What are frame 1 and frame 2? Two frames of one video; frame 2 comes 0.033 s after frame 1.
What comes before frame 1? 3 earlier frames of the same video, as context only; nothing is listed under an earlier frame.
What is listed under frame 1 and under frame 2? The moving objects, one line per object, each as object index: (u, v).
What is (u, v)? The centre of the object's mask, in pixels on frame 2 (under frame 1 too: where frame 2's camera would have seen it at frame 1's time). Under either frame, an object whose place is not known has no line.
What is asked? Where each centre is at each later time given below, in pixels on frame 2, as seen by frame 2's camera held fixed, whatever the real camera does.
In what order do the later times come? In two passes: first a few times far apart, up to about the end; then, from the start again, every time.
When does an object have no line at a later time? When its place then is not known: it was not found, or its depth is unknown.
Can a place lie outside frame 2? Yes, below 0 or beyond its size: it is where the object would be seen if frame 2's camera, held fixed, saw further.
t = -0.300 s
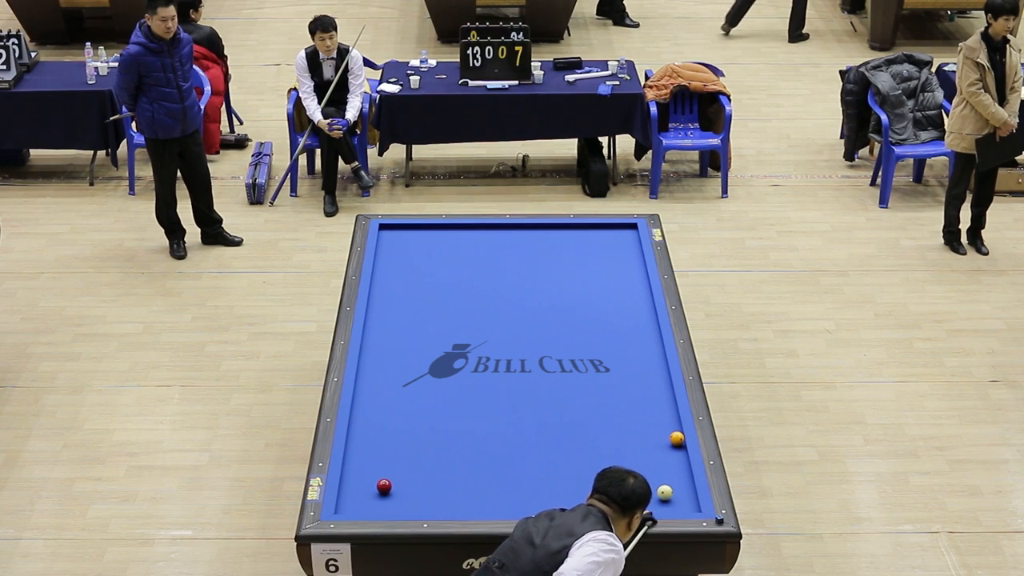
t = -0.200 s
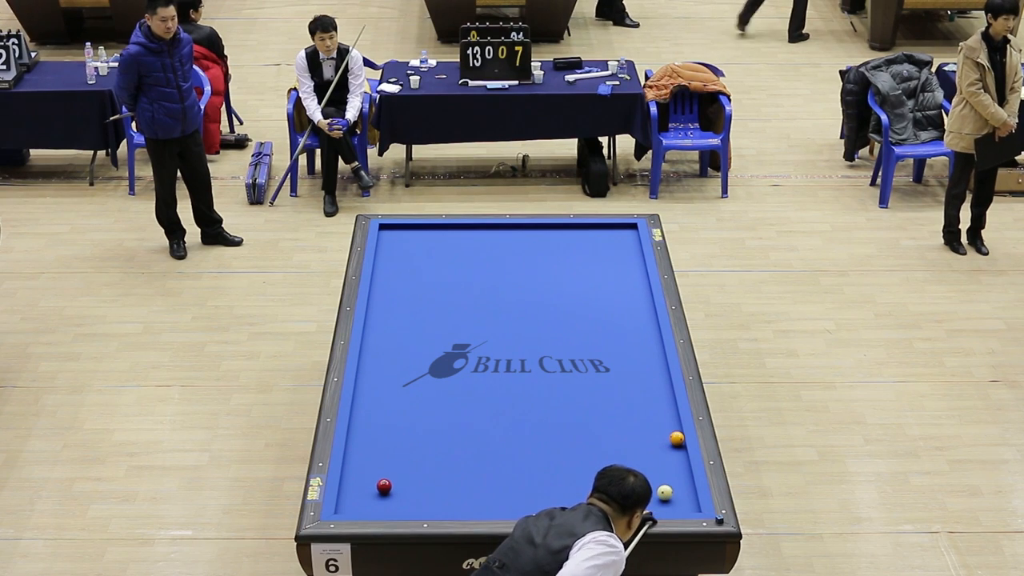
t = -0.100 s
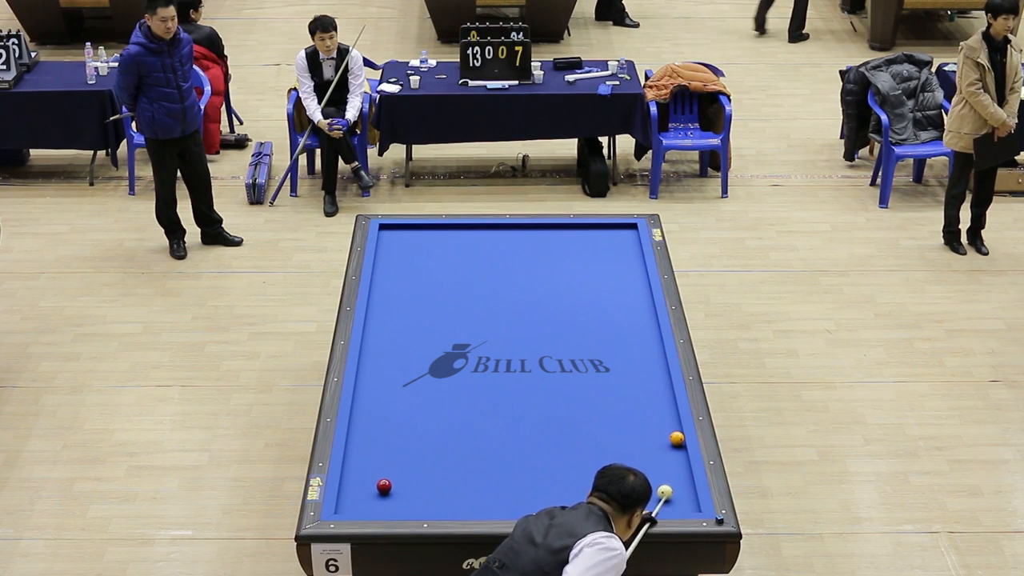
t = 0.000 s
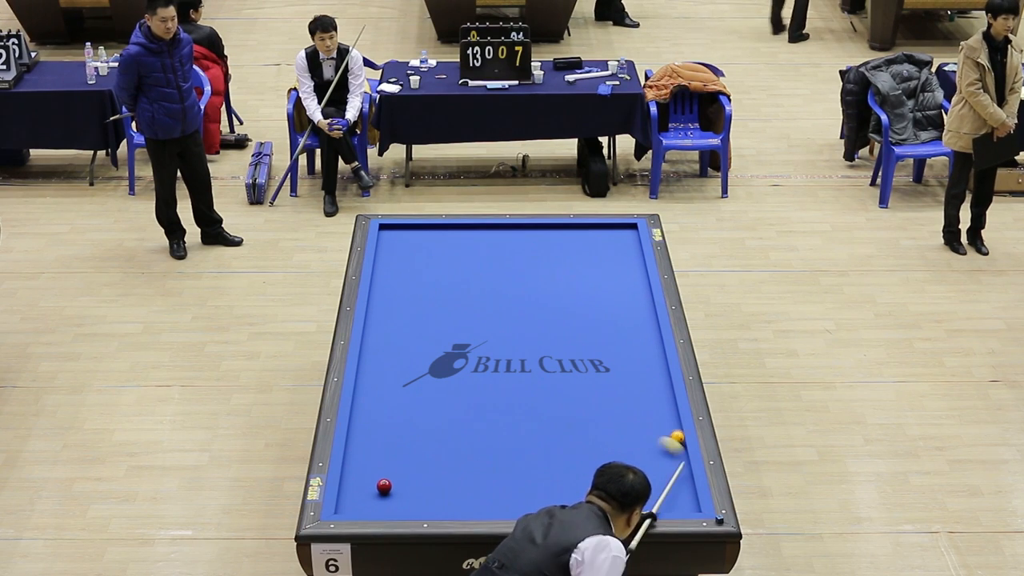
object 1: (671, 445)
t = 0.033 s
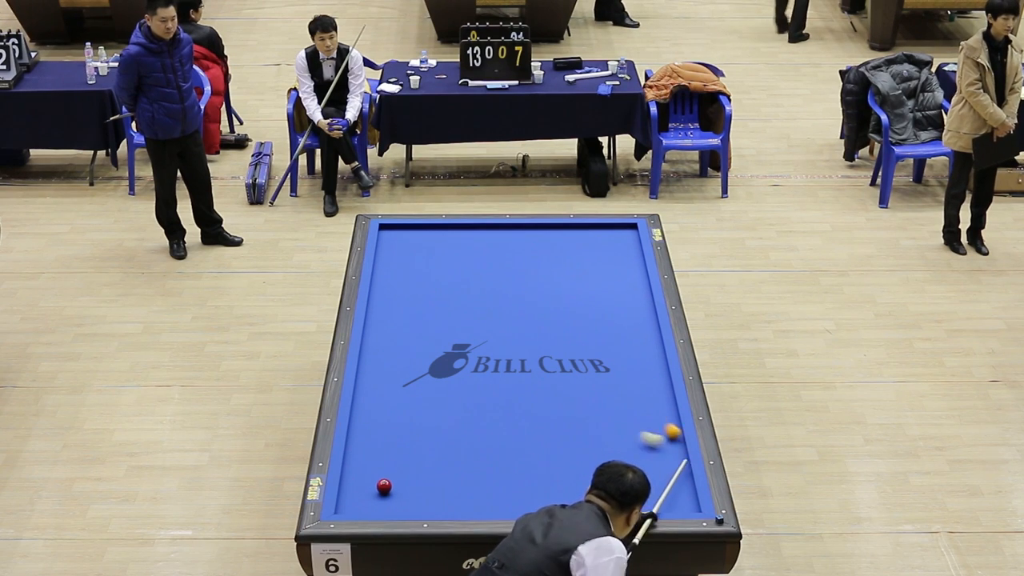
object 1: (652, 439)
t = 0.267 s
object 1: (529, 404)
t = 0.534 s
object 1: (425, 364)
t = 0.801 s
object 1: (387, 326)
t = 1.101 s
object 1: (448, 289)
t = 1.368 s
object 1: (492, 259)
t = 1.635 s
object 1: (532, 232)
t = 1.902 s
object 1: (579, 240)
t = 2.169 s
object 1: (629, 255)
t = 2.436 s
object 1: (615, 272)
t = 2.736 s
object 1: (586, 292)
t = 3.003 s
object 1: (560, 310)
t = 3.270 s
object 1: (532, 328)
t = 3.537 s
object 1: (504, 347)
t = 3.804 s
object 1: (475, 366)
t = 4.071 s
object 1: (444, 386)
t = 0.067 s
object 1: (632, 434)
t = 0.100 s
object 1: (613, 429)
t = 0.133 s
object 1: (595, 424)
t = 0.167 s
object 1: (577, 418)
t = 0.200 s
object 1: (561, 414)
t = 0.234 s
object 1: (544, 408)
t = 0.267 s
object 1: (529, 404)
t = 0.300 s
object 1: (514, 399)
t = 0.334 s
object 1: (499, 393)
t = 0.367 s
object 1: (485, 388)
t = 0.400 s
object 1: (472, 383)
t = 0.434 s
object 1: (461, 379)
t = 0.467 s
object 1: (447, 374)
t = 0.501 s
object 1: (436, 369)
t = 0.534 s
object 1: (425, 364)
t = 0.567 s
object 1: (415, 359)
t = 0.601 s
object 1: (404, 354)
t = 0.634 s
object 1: (394, 349)
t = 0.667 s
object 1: (384, 345)
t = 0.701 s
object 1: (374, 340)
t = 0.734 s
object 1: (369, 335)
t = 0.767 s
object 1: (378, 331)
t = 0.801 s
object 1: (387, 326)
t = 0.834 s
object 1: (395, 322)
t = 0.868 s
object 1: (403, 318)
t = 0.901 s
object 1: (411, 314)
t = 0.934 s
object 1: (417, 310)
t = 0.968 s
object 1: (424, 305)
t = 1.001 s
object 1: (431, 301)
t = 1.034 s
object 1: (437, 297)
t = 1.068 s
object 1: (442, 293)
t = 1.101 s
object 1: (448, 289)
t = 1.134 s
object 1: (454, 286)
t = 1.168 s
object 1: (460, 282)
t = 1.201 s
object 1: (465, 278)
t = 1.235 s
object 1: (471, 274)
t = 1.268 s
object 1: (476, 271)
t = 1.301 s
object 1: (481, 267)
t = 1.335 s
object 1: (487, 263)
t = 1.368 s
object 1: (492, 259)
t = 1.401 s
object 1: (497, 256)
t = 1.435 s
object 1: (503, 253)
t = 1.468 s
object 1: (508, 249)
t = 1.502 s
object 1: (513, 246)
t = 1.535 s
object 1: (518, 243)
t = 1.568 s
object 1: (523, 239)
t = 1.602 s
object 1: (527, 236)
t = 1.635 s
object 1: (532, 232)
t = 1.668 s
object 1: (537, 229)
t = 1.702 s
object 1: (542, 227)
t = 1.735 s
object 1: (548, 228)
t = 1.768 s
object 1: (554, 231)
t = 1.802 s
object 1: (560, 233)
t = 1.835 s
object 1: (567, 236)
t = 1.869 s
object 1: (573, 238)
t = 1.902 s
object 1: (579, 240)
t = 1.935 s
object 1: (585, 242)
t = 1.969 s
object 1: (592, 244)
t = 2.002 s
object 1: (598, 246)
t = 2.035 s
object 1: (604, 248)
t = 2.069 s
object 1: (610, 250)
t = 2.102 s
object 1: (616, 252)
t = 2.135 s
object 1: (623, 254)
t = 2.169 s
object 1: (629, 255)
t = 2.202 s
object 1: (636, 257)
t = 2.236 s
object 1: (638, 259)
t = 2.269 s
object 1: (633, 262)
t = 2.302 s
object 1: (629, 264)
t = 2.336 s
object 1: (625, 266)
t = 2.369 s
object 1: (621, 268)
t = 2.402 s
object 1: (618, 270)
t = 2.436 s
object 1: (615, 272)
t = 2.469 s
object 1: (612, 274)
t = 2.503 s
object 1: (609, 276)
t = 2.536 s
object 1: (606, 279)
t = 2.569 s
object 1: (602, 281)
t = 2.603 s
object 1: (600, 283)
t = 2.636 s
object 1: (596, 285)
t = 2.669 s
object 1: (593, 287)
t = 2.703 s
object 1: (590, 289)
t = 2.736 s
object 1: (586, 292)
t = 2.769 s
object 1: (583, 294)
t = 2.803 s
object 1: (580, 296)
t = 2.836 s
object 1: (577, 298)
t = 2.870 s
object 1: (573, 300)
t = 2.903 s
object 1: (570, 303)
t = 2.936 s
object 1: (567, 305)
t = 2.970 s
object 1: (563, 307)
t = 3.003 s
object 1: (560, 310)
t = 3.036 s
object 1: (556, 312)
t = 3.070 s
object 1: (553, 314)
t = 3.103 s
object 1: (549, 316)
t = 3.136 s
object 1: (546, 319)
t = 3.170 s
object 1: (542, 321)
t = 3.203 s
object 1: (539, 323)
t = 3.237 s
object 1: (536, 326)
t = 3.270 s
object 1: (532, 328)
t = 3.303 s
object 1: (529, 330)
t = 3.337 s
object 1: (525, 333)
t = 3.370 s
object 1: (522, 335)
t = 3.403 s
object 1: (518, 337)
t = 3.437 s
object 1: (515, 340)
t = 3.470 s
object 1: (511, 342)
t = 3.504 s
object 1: (508, 345)
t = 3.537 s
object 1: (504, 347)
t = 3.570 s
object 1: (500, 349)
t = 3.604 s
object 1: (497, 352)
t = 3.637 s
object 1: (493, 354)
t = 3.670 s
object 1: (489, 356)
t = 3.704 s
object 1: (486, 359)
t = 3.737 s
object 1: (482, 361)
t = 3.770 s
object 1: (479, 364)
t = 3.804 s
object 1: (475, 366)
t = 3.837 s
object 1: (471, 369)
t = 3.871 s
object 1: (467, 372)
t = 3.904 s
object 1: (464, 374)
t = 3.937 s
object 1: (460, 377)
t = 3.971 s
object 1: (456, 379)
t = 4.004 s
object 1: (452, 381)
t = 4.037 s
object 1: (448, 384)
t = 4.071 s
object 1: (444, 386)
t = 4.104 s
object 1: (440, 389)
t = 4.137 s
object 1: (436, 392)
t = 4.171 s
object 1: (433, 394)
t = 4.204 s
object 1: (429, 397)
